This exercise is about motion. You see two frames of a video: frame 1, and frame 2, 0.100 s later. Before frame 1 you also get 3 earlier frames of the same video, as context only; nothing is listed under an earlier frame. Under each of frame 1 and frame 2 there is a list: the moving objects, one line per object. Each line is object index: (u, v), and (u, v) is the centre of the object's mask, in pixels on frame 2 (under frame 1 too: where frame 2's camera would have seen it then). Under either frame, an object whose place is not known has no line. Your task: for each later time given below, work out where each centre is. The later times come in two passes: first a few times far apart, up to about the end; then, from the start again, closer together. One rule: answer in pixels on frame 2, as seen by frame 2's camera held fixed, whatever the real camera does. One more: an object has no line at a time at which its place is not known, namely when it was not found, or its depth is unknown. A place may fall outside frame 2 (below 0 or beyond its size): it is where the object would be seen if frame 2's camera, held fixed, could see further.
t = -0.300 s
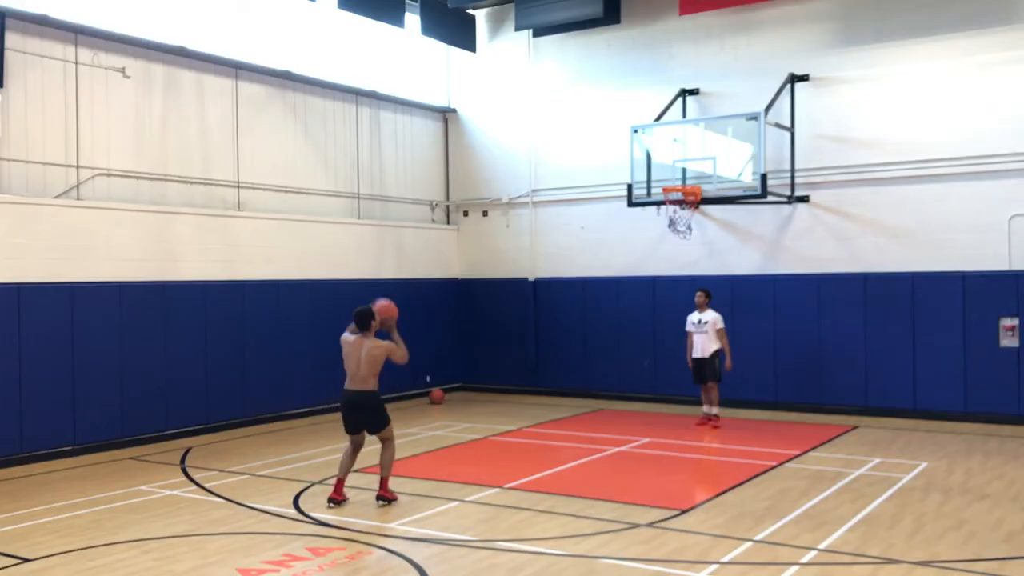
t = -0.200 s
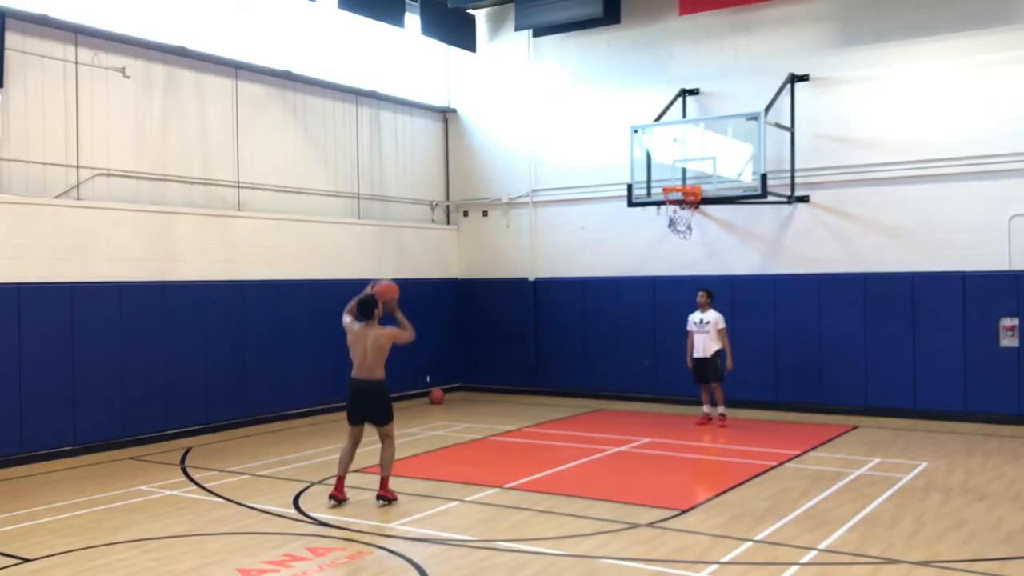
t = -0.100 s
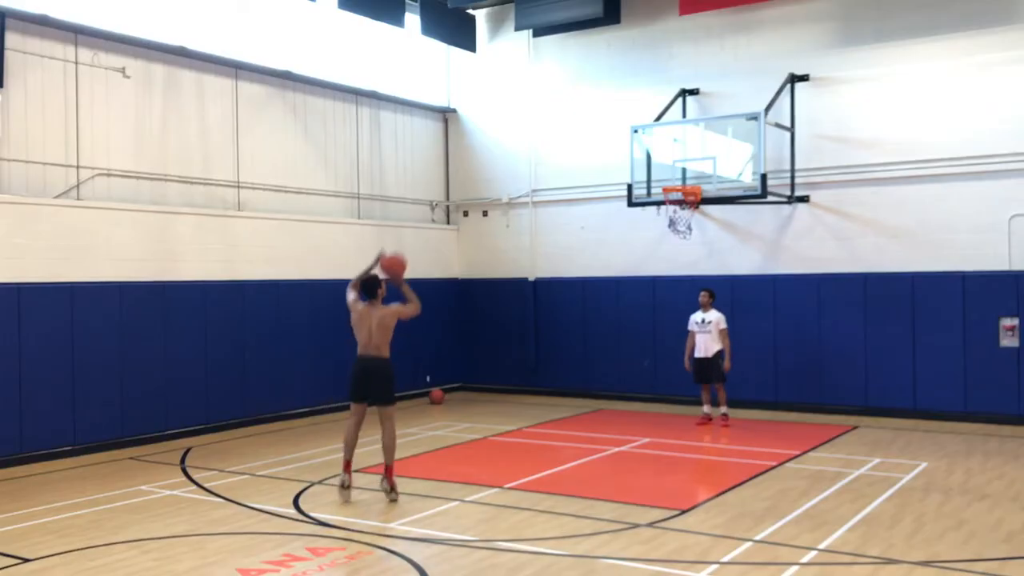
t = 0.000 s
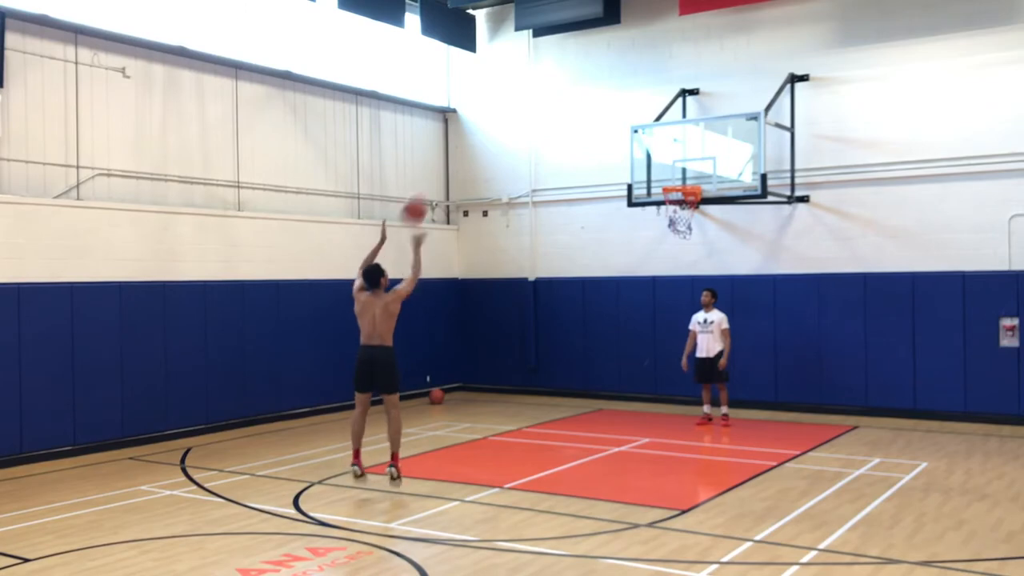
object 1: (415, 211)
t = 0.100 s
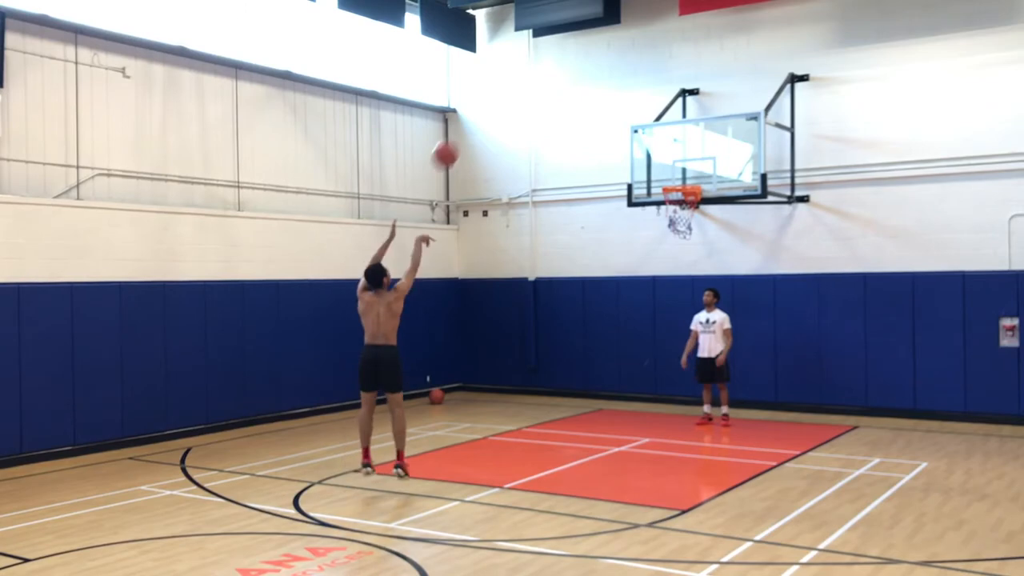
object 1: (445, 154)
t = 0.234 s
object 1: (483, 101)
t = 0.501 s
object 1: (551, 52)
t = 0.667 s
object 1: (588, 56)
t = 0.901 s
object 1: (635, 99)
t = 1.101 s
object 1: (672, 166)
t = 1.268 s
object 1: (697, 237)
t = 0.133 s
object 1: (455, 138)
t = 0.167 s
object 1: (464, 125)
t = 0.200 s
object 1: (474, 112)
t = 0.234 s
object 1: (483, 101)
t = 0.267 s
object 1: (492, 90)
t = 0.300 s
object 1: (501, 81)
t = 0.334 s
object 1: (510, 73)
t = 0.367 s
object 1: (518, 67)
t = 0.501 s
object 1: (551, 52)
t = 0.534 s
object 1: (558, 51)
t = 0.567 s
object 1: (566, 51)
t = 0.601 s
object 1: (573, 52)
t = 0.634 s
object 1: (581, 53)
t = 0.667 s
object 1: (588, 56)
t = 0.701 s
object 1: (595, 60)
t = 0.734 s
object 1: (602, 64)
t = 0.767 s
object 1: (609, 70)
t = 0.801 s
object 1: (616, 76)
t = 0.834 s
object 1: (622, 83)
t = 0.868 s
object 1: (629, 90)
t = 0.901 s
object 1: (635, 99)
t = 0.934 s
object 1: (641, 108)
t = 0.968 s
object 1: (648, 118)
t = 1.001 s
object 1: (654, 129)
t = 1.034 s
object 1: (660, 140)
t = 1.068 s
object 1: (666, 153)
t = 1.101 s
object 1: (672, 166)
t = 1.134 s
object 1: (677, 177)
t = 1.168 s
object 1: (685, 194)
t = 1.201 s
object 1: (690, 198)
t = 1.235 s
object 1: (696, 221)
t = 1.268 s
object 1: (697, 237)
